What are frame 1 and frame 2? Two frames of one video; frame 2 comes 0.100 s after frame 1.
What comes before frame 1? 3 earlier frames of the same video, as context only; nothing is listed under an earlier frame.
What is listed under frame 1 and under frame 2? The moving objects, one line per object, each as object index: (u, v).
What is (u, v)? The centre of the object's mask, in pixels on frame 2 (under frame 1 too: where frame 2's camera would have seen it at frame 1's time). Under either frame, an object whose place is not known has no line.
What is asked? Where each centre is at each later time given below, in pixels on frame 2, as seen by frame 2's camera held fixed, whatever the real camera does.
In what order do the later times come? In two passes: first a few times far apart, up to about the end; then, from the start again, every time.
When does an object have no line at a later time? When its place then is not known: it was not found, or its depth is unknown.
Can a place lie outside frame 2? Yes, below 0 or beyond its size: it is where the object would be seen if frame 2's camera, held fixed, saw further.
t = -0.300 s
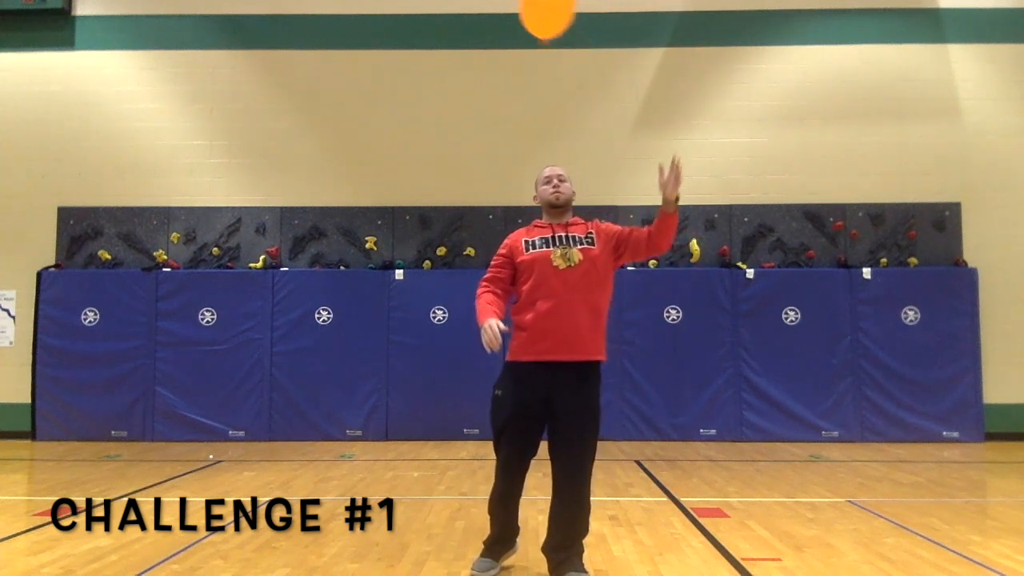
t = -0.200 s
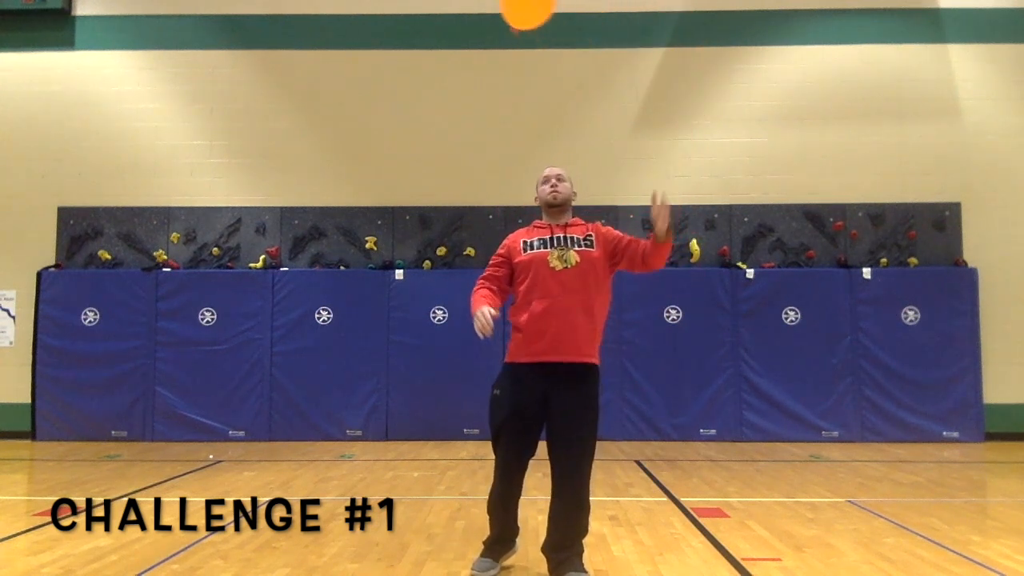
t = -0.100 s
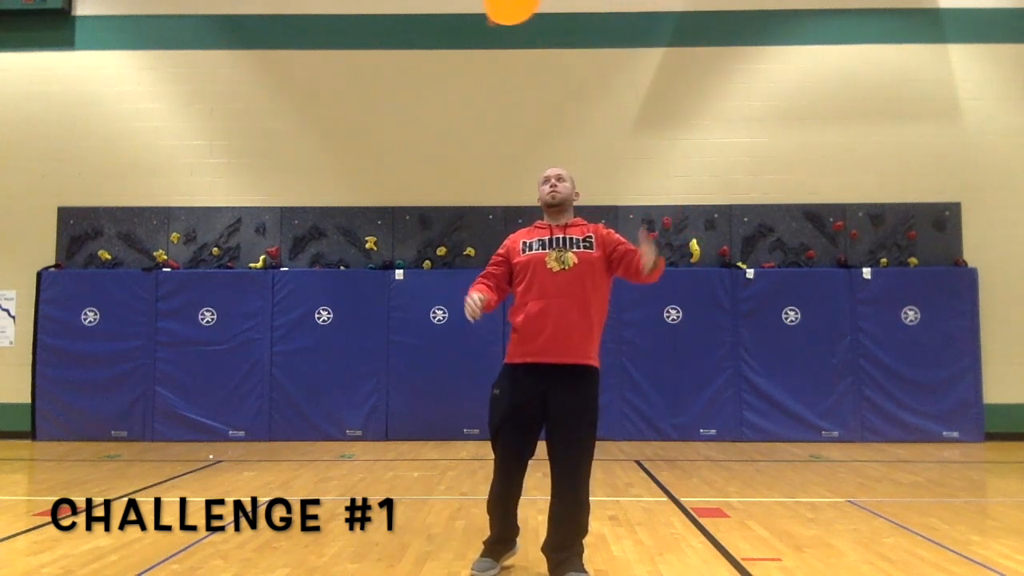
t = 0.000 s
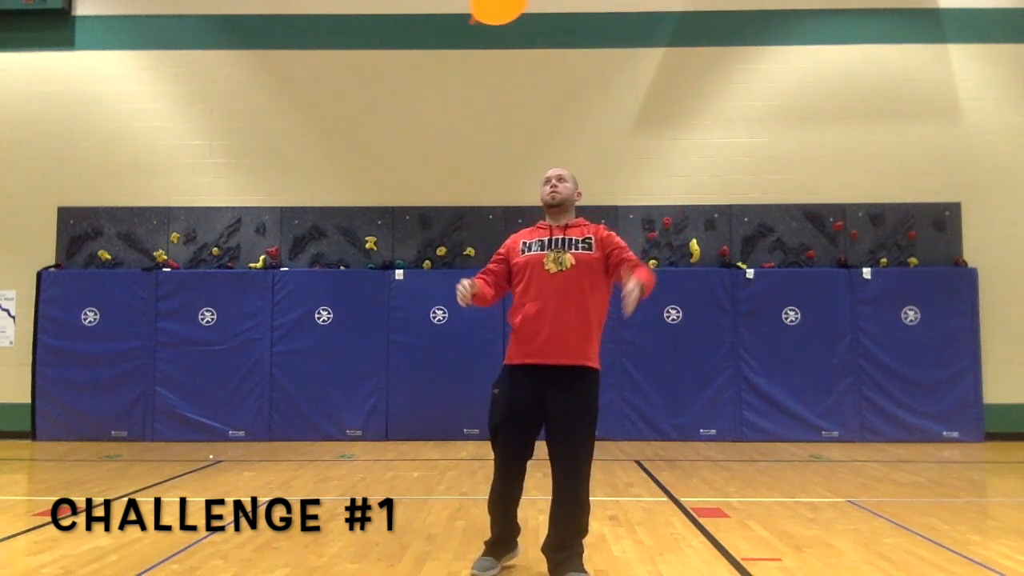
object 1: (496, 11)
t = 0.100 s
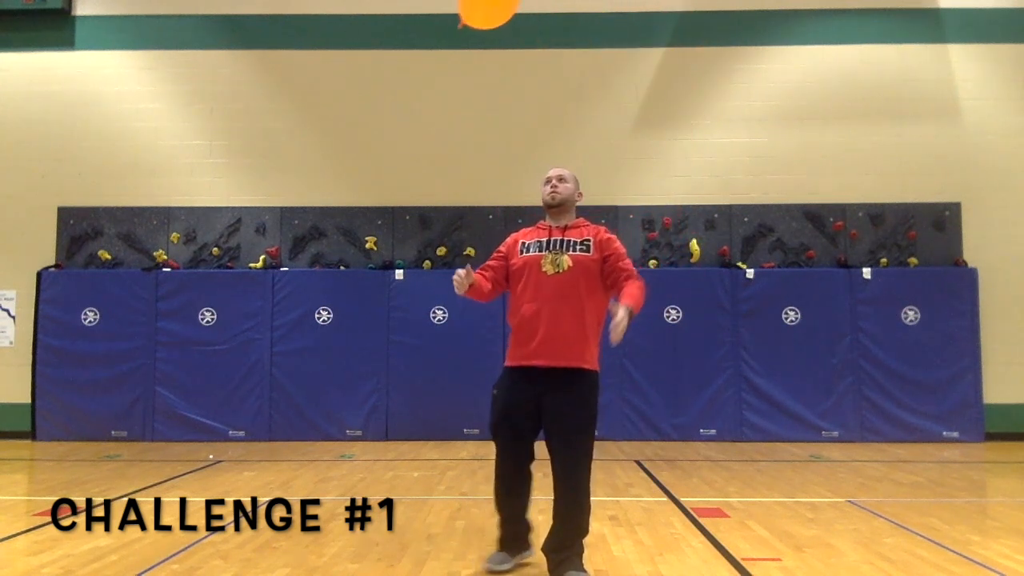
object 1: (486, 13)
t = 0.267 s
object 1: (473, 20)
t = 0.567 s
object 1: (456, 64)
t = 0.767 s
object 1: (449, 117)
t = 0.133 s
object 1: (482, 14)
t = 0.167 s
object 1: (480, 15)
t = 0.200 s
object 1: (477, 17)
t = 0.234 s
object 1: (475, 19)
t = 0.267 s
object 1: (473, 20)
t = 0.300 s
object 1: (471, 22)
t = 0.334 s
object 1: (468, 25)
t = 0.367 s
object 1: (467, 28)
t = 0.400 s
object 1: (465, 31)
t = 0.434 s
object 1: (463, 36)
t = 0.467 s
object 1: (461, 42)
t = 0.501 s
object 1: (459, 49)
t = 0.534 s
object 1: (457, 56)
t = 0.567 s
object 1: (456, 64)
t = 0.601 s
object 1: (455, 72)
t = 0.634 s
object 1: (453, 80)
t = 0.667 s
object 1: (452, 89)
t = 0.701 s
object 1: (451, 98)
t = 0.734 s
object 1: (450, 107)
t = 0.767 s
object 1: (449, 117)
